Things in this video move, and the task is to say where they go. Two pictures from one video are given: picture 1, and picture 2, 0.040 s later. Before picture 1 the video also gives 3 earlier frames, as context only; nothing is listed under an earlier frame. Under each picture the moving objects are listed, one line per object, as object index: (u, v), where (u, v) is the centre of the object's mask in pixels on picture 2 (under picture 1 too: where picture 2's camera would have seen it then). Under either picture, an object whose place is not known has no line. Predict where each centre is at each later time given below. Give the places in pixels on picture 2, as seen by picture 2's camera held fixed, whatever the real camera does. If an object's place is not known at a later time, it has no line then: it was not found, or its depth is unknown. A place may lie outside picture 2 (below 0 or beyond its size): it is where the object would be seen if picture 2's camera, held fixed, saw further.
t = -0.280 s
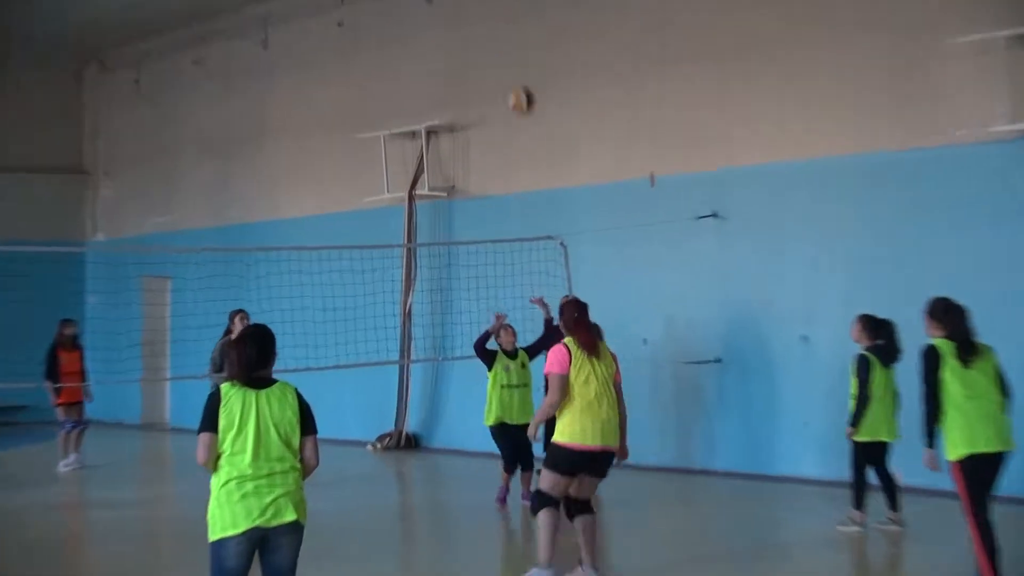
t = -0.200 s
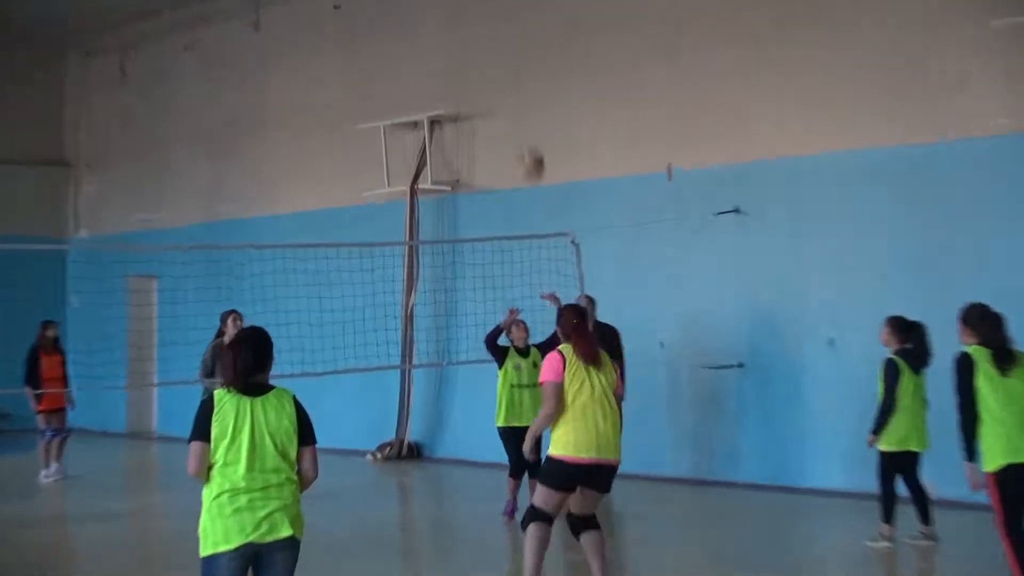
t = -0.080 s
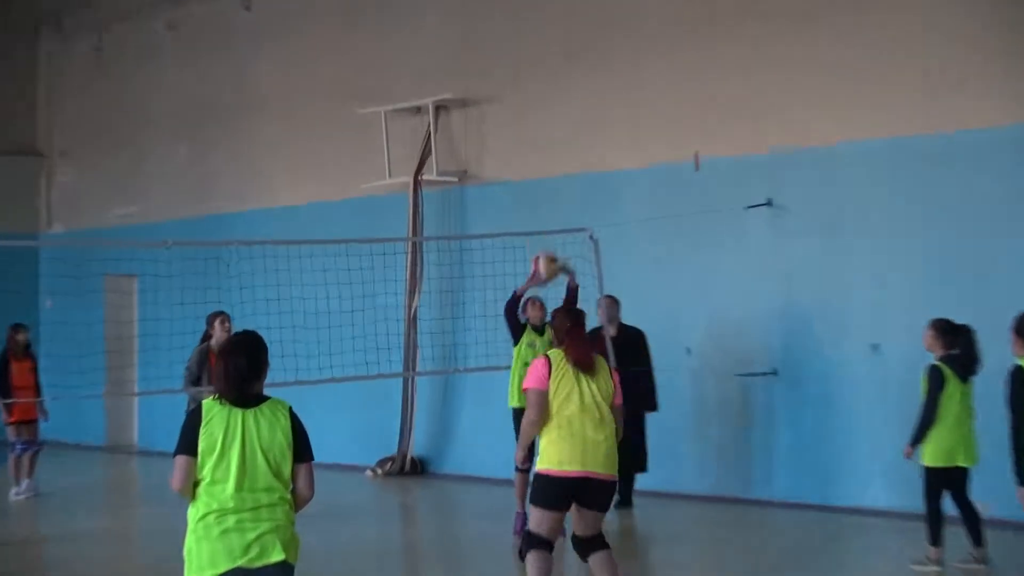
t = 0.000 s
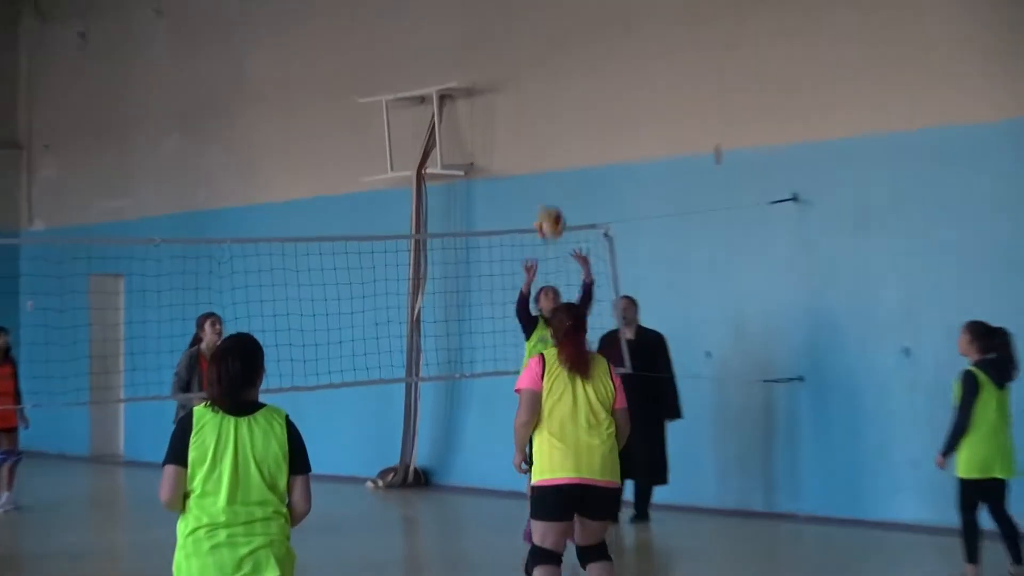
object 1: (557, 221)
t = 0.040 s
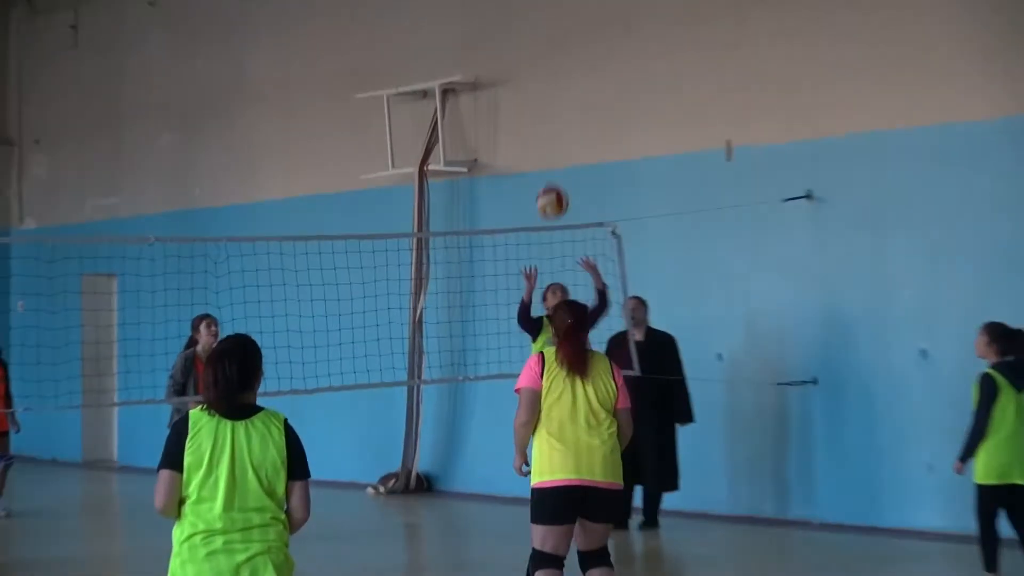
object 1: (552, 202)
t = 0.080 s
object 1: (549, 185)
